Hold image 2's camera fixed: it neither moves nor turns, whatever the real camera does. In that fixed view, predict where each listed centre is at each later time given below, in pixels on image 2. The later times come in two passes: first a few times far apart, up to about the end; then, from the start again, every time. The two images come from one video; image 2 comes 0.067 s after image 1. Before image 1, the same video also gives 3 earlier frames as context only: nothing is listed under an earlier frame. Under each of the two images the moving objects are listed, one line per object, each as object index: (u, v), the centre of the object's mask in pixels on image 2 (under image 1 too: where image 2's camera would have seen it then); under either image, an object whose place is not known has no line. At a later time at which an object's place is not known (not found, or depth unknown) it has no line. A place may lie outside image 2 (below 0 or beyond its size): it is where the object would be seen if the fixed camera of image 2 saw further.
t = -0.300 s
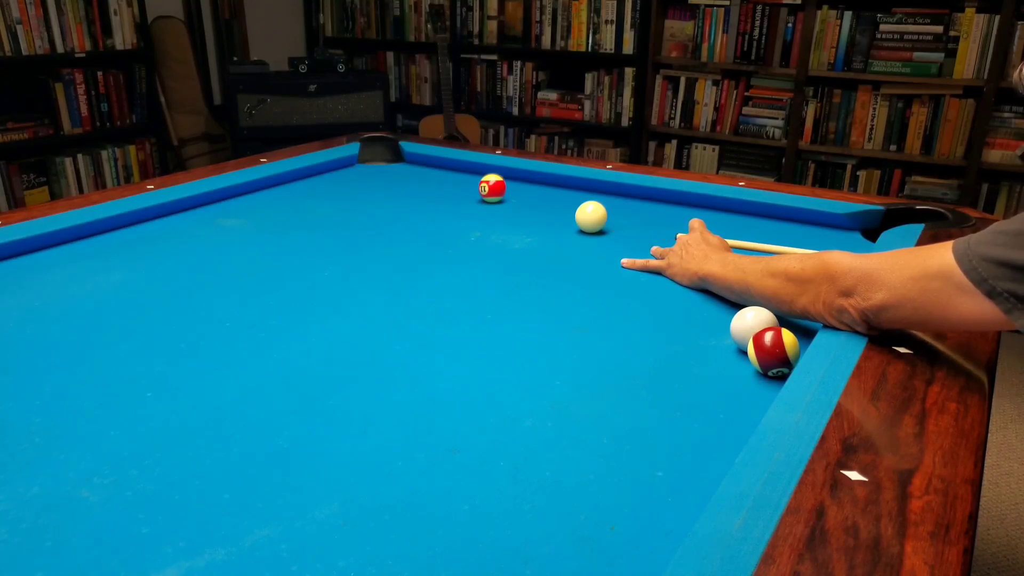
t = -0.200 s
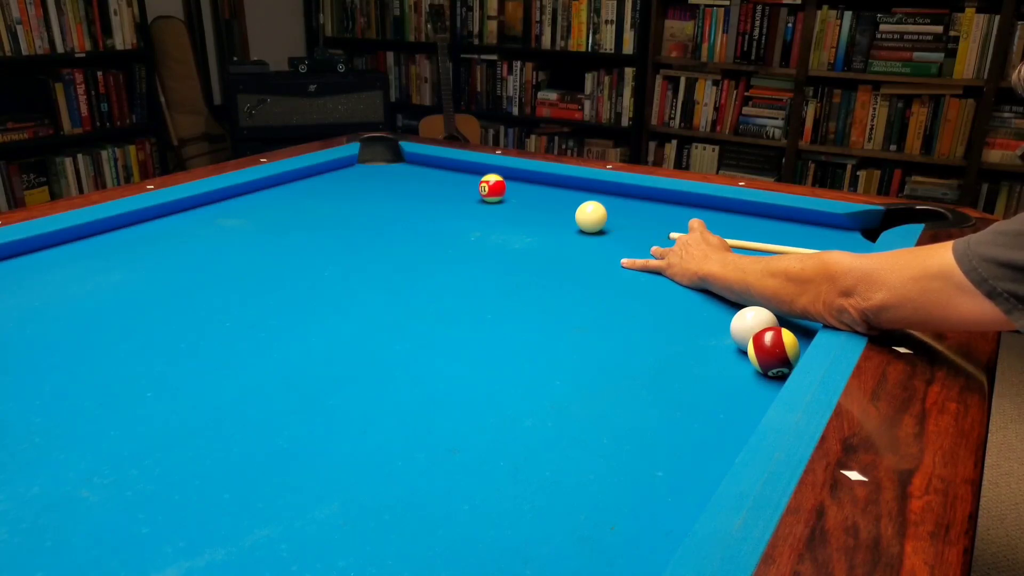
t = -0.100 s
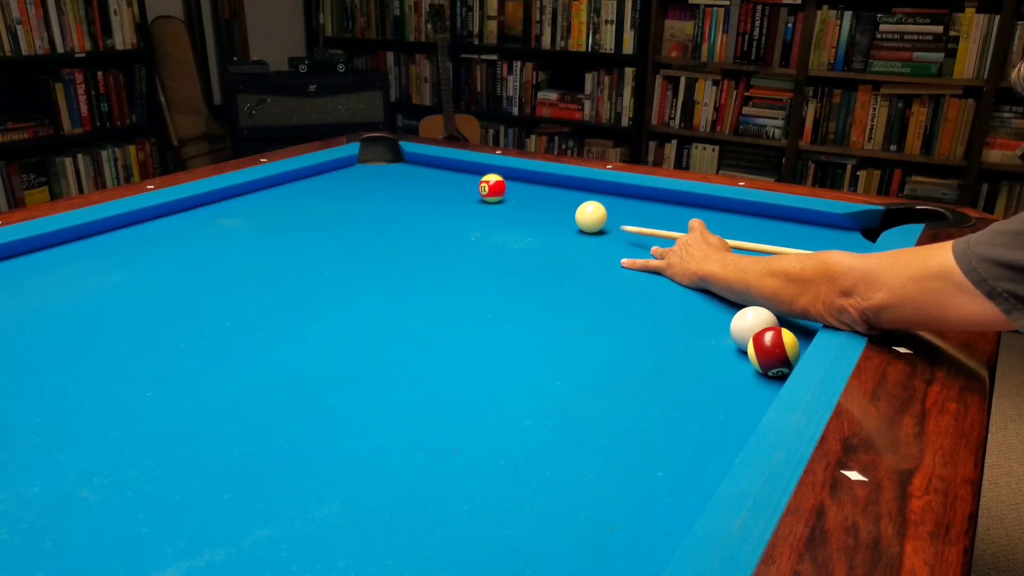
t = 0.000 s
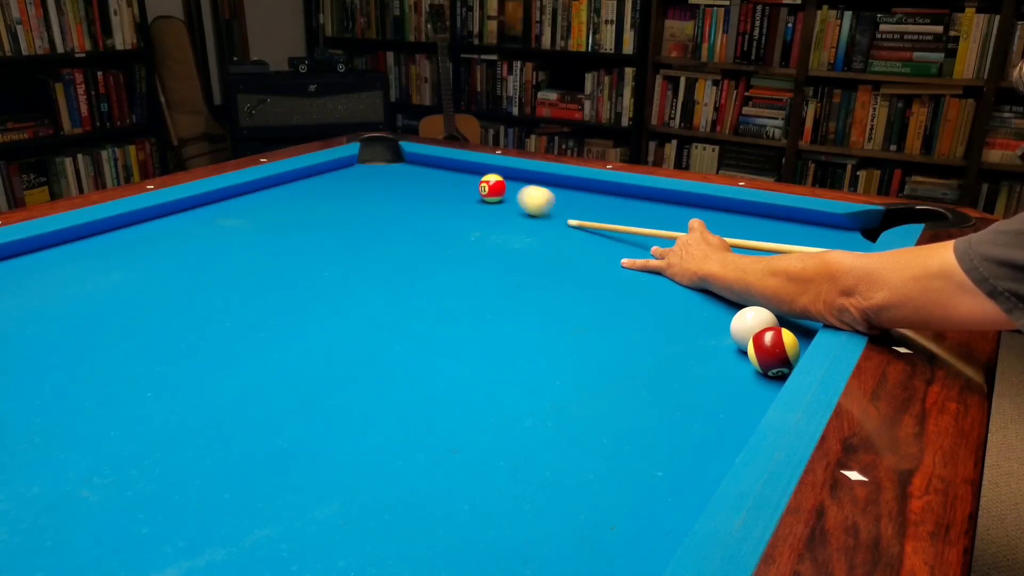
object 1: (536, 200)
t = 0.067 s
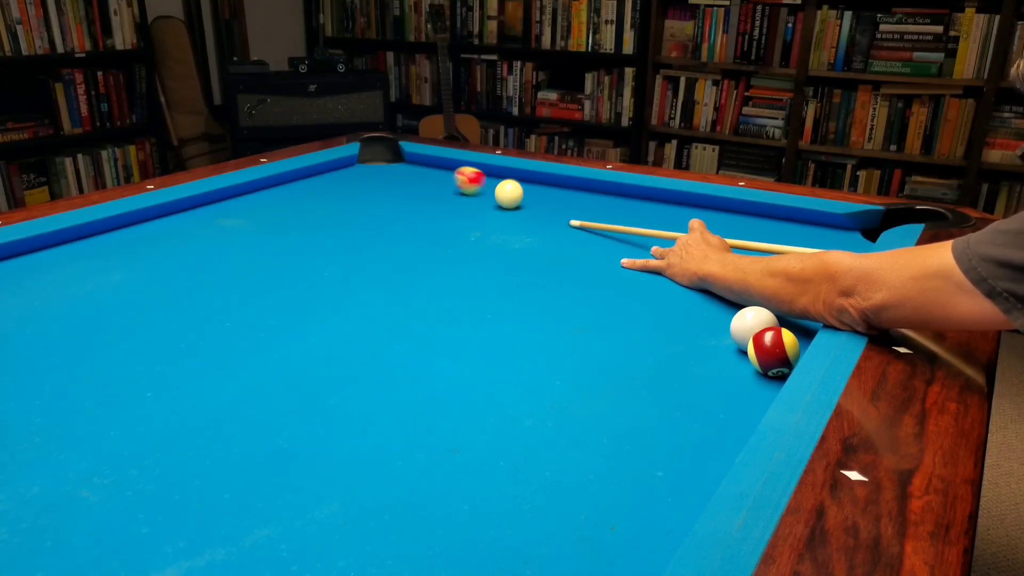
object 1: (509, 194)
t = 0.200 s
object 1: (517, 198)
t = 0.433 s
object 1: (539, 207)
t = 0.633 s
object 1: (560, 216)
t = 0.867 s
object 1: (585, 226)
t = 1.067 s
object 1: (607, 235)
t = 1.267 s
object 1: (628, 244)
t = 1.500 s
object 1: (654, 255)
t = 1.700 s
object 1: (675, 264)
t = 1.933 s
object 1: (699, 275)
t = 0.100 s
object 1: (509, 195)
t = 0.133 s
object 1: (511, 196)
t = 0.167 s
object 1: (514, 197)
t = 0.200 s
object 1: (517, 198)
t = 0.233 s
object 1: (519, 199)
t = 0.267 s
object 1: (522, 200)
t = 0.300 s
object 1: (526, 202)
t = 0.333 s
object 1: (529, 203)
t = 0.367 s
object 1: (532, 205)
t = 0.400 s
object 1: (536, 206)
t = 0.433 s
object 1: (539, 207)
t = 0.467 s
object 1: (543, 209)
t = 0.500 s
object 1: (546, 210)
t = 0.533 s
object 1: (550, 212)
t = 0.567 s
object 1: (553, 213)
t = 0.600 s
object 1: (557, 214)
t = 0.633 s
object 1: (560, 216)
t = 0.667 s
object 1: (564, 218)
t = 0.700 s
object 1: (567, 219)
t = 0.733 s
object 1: (571, 220)
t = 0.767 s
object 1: (574, 222)
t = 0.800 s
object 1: (578, 223)
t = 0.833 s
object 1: (582, 225)
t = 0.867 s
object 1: (585, 226)
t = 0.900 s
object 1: (589, 228)
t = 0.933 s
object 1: (592, 229)
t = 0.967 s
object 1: (596, 231)
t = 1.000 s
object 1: (600, 232)
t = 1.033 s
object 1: (603, 234)
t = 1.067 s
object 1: (607, 235)
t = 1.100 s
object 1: (610, 237)
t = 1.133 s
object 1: (616, 239)
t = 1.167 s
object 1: (619, 241)
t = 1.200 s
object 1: (623, 242)
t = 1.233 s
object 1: (627, 244)
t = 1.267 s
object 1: (628, 244)
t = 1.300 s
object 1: (632, 246)
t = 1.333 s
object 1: (636, 247)
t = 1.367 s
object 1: (639, 249)
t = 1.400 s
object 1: (643, 250)
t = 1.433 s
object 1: (646, 252)
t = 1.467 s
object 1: (650, 253)
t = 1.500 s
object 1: (654, 255)
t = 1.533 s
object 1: (657, 257)
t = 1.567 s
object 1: (661, 258)
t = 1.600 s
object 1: (664, 260)
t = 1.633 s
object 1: (668, 261)
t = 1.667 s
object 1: (671, 263)
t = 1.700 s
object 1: (675, 264)
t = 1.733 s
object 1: (678, 266)
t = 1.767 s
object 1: (682, 267)
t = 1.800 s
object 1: (685, 269)
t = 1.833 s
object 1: (689, 270)
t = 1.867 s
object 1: (692, 272)
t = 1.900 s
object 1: (695, 273)
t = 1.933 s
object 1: (699, 275)
